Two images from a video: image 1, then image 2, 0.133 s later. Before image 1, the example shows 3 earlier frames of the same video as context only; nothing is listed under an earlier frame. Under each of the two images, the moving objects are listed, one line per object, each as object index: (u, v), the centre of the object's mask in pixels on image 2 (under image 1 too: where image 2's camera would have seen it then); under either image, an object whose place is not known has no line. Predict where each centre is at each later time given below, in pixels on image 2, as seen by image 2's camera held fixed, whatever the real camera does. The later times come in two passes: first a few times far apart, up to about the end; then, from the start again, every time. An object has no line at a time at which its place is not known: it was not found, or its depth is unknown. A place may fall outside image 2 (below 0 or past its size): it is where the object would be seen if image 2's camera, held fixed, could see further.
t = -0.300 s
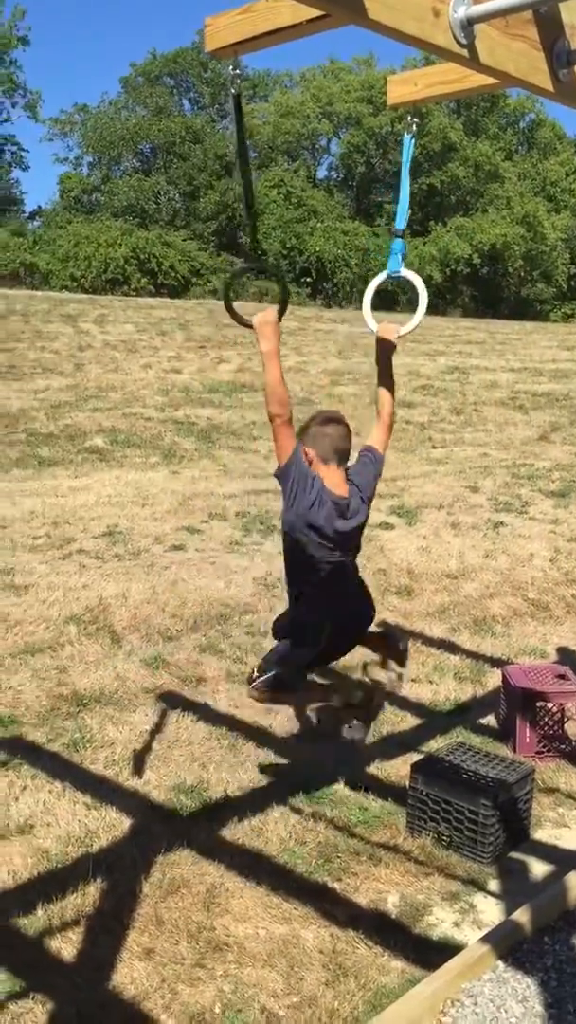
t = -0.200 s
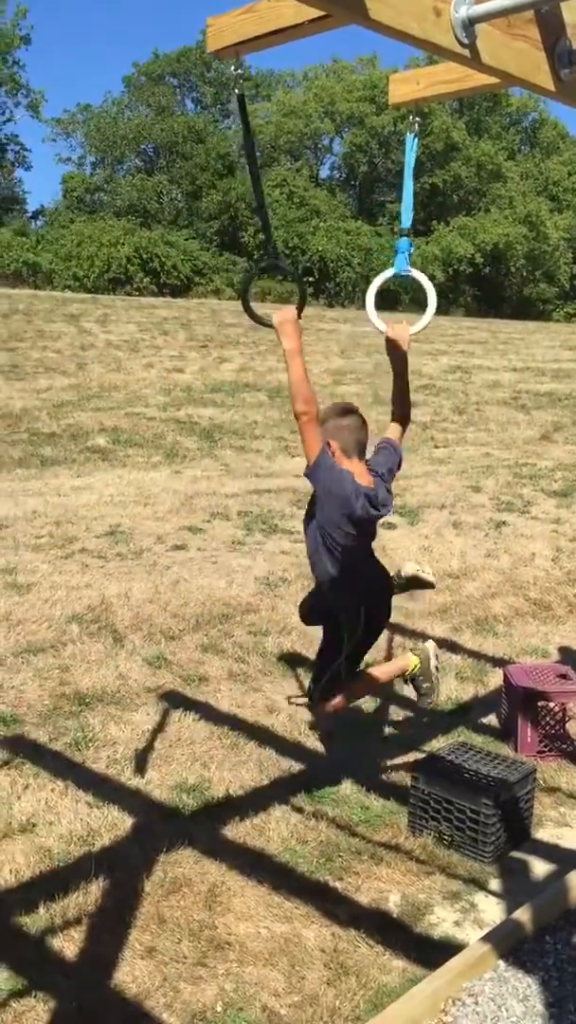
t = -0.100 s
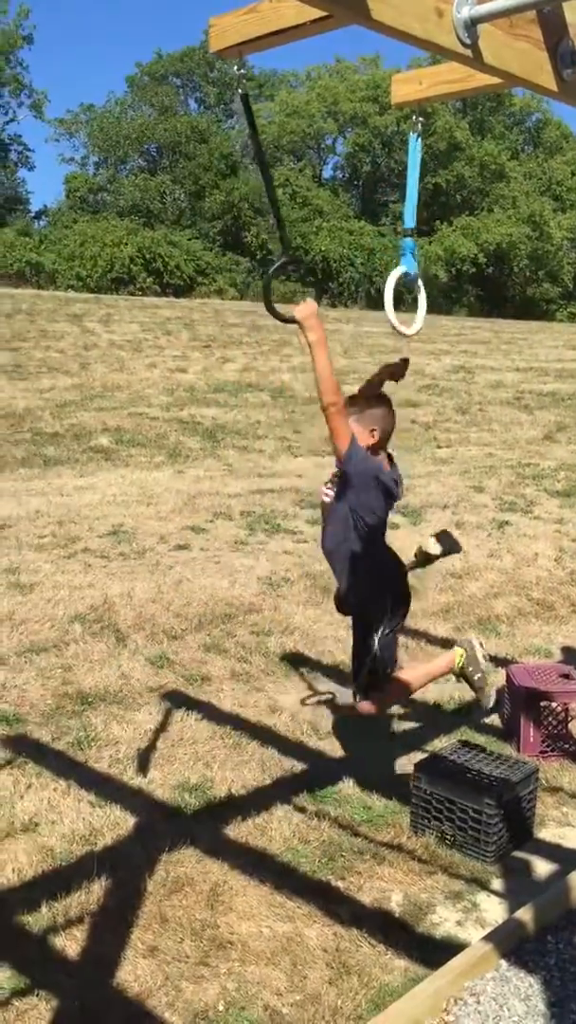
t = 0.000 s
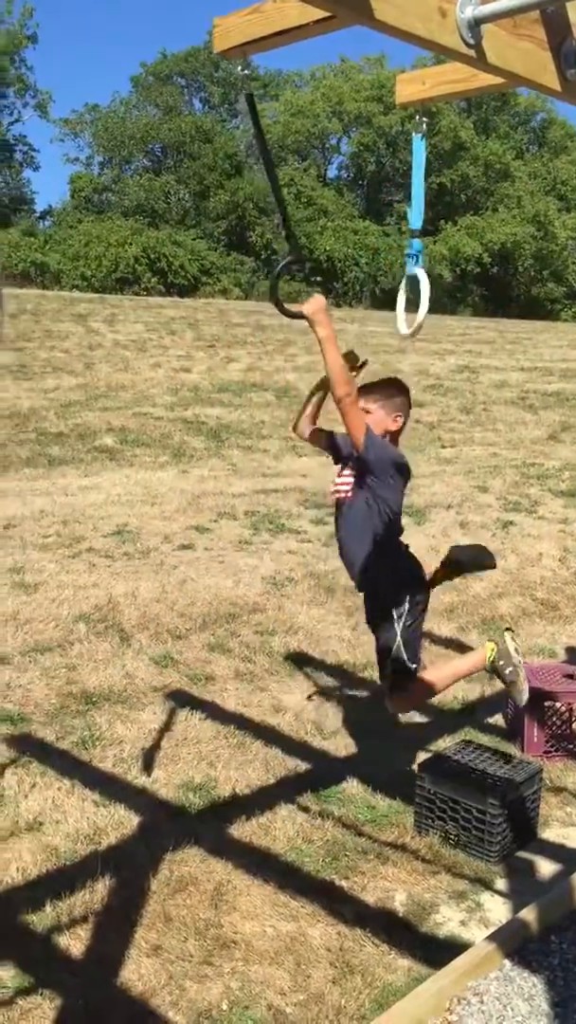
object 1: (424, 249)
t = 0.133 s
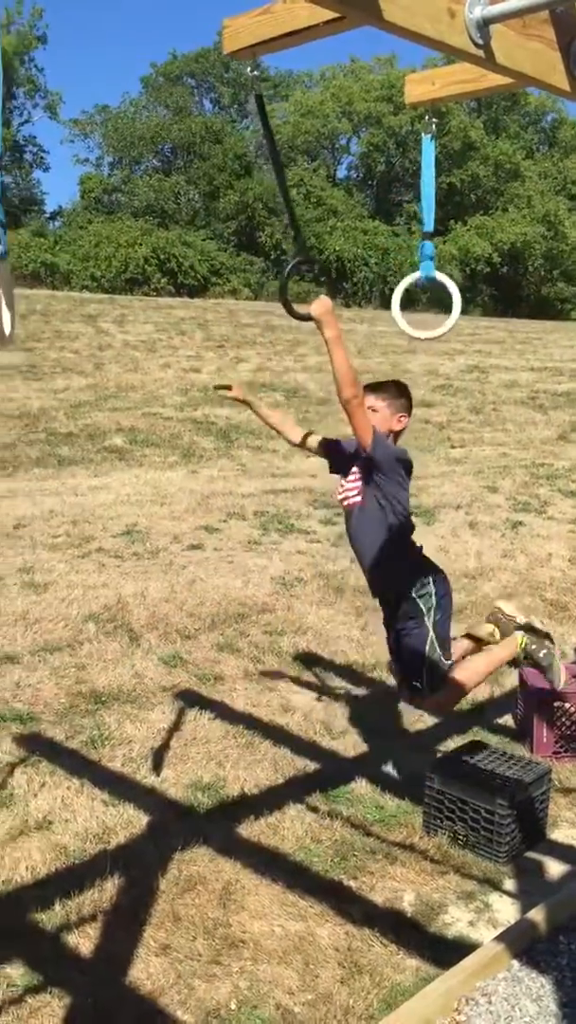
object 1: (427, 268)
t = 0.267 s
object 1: (428, 259)
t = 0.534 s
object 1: (427, 229)
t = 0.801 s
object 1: (421, 259)
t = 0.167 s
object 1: (427, 267)
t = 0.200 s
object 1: (428, 266)
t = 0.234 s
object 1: (428, 264)
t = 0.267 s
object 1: (428, 259)
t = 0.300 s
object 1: (428, 254)
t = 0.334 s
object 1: (428, 249)
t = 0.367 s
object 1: (428, 244)
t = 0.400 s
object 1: (428, 236)
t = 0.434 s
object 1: (427, 234)
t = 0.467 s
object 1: (427, 231)
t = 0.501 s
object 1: (427, 231)
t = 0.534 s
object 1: (427, 229)
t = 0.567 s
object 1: (426, 231)
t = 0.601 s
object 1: (426, 233)
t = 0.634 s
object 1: (425, 238)
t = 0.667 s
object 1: (424, 245)
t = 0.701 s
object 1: (424, 249)
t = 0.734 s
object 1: (423, 254)
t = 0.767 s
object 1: (422, 254)
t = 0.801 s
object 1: (421, 259)
